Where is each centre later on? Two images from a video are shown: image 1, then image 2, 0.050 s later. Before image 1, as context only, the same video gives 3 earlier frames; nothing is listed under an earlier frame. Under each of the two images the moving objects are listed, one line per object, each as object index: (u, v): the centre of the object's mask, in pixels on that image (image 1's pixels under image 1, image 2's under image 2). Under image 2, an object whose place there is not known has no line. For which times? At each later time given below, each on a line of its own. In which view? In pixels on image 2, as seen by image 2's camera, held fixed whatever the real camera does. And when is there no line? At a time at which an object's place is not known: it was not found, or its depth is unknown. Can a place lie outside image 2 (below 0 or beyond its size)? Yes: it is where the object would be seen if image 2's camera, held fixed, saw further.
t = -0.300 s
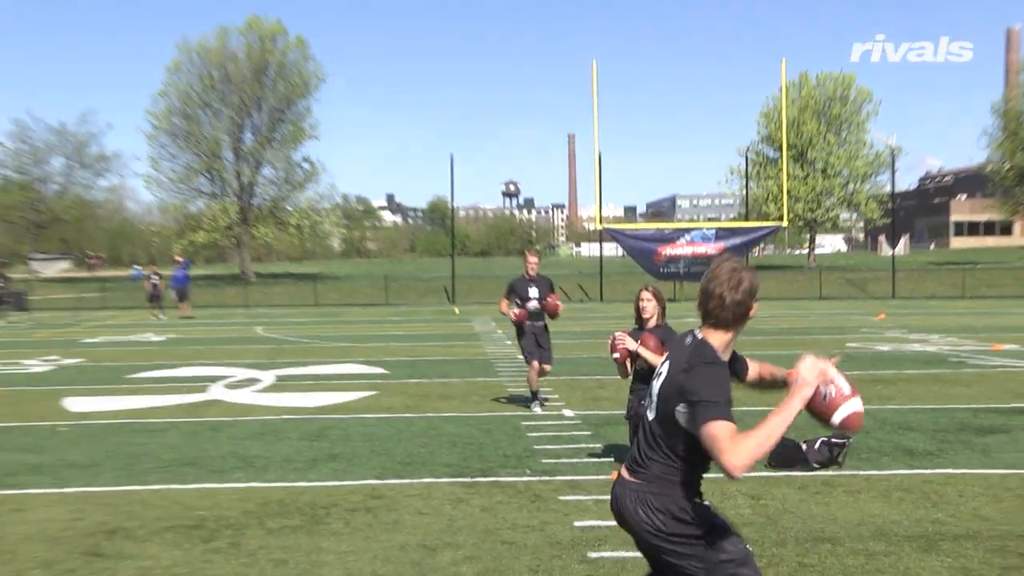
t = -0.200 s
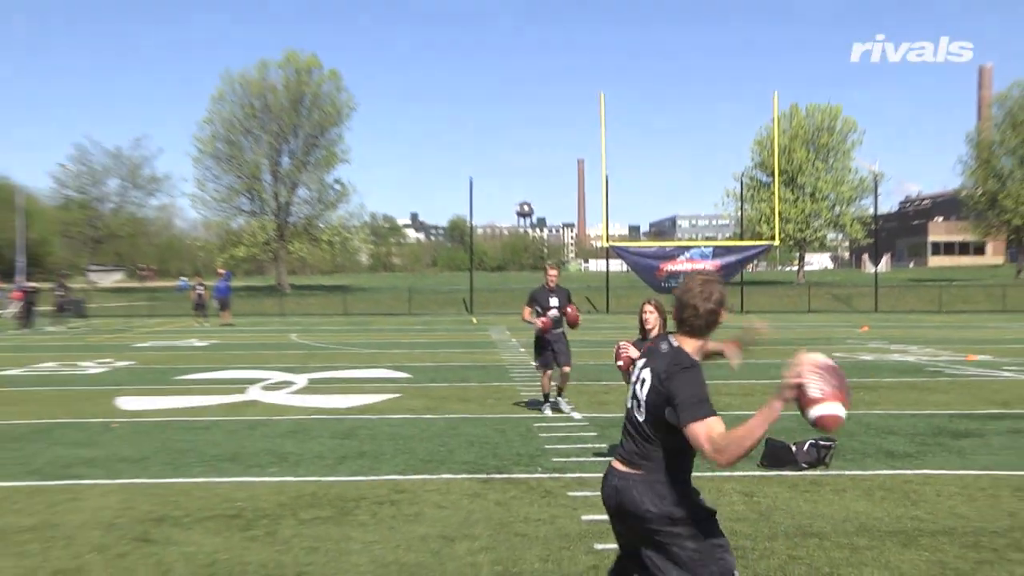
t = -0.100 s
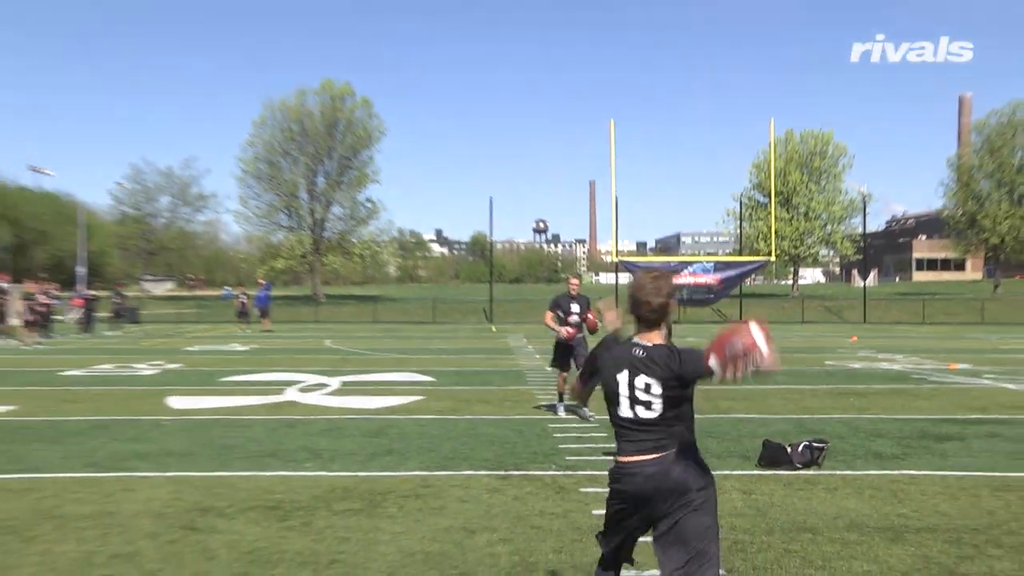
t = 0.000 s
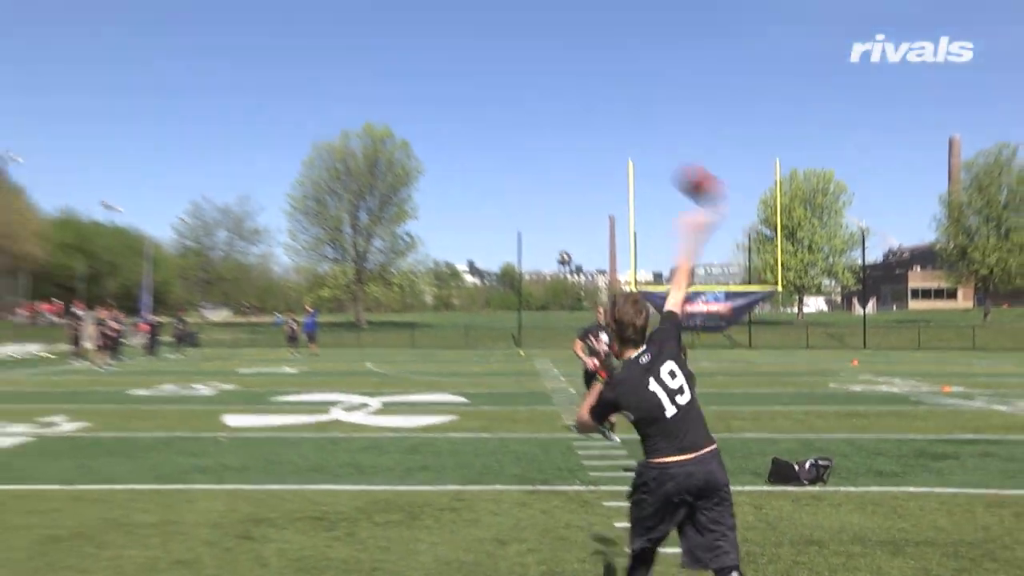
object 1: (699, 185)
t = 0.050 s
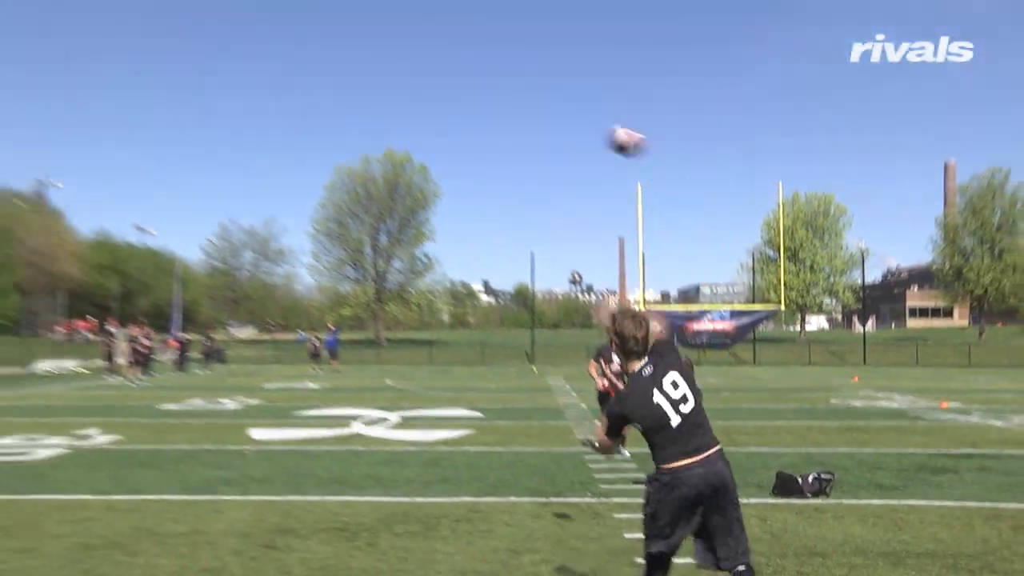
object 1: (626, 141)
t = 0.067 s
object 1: (603, 124)
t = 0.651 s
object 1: (337, 28)
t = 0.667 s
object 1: (333, 29)
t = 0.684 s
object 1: (330, 30)
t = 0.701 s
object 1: (327, 31)
